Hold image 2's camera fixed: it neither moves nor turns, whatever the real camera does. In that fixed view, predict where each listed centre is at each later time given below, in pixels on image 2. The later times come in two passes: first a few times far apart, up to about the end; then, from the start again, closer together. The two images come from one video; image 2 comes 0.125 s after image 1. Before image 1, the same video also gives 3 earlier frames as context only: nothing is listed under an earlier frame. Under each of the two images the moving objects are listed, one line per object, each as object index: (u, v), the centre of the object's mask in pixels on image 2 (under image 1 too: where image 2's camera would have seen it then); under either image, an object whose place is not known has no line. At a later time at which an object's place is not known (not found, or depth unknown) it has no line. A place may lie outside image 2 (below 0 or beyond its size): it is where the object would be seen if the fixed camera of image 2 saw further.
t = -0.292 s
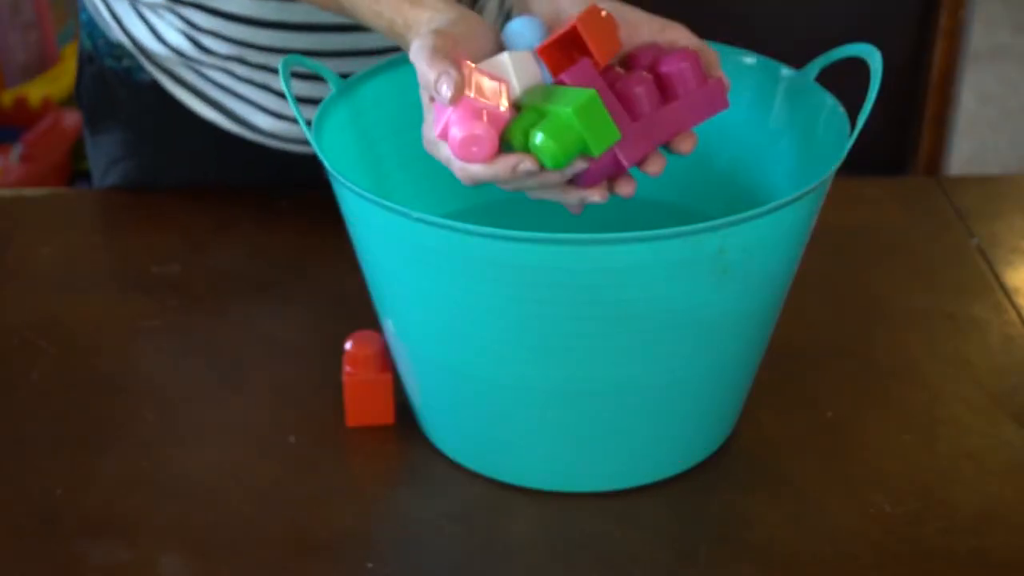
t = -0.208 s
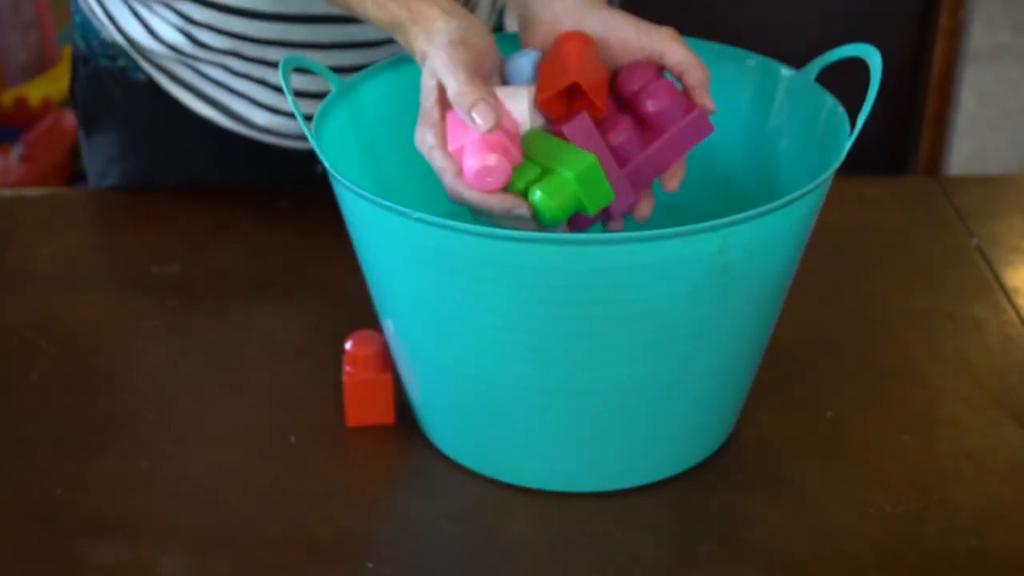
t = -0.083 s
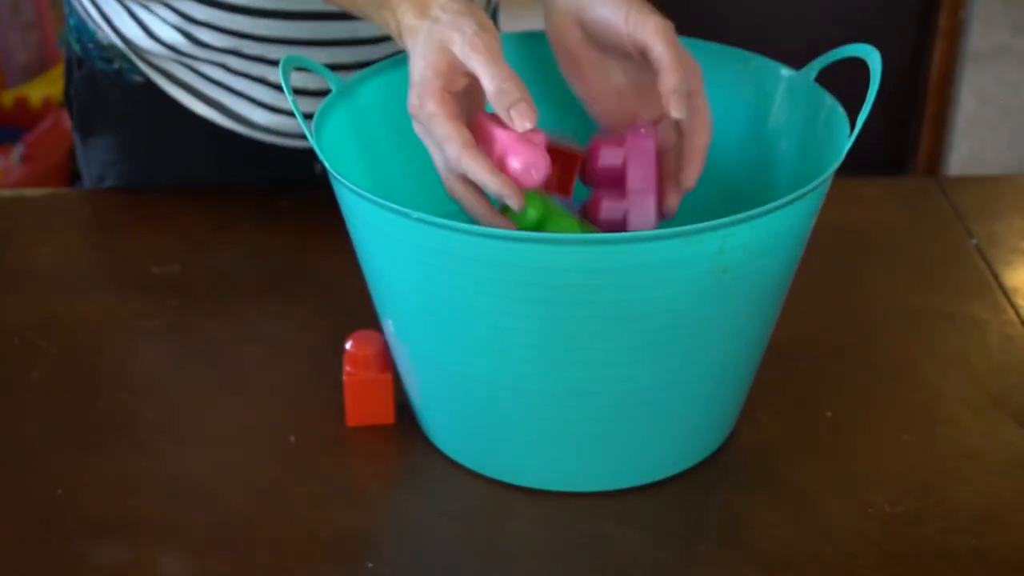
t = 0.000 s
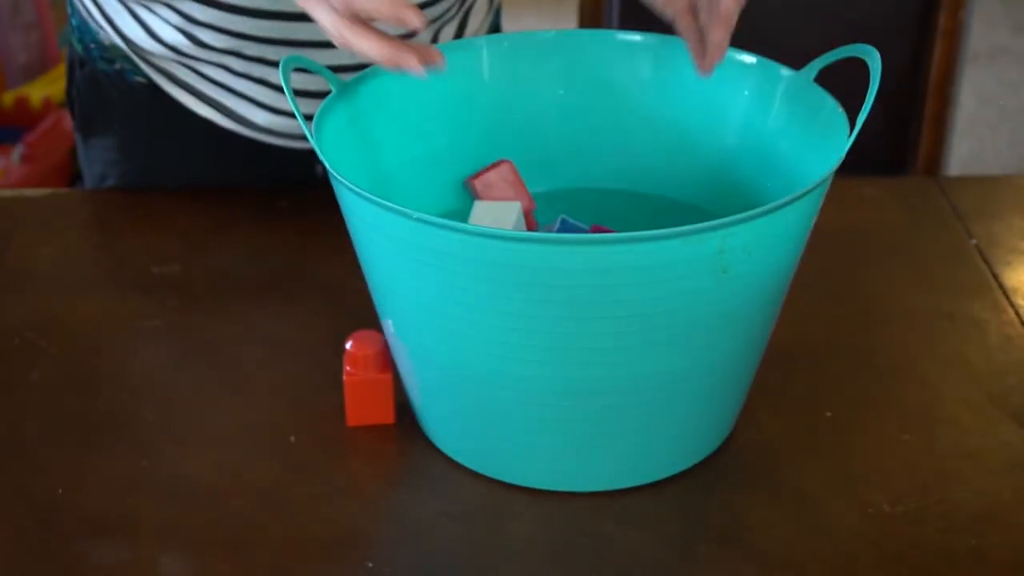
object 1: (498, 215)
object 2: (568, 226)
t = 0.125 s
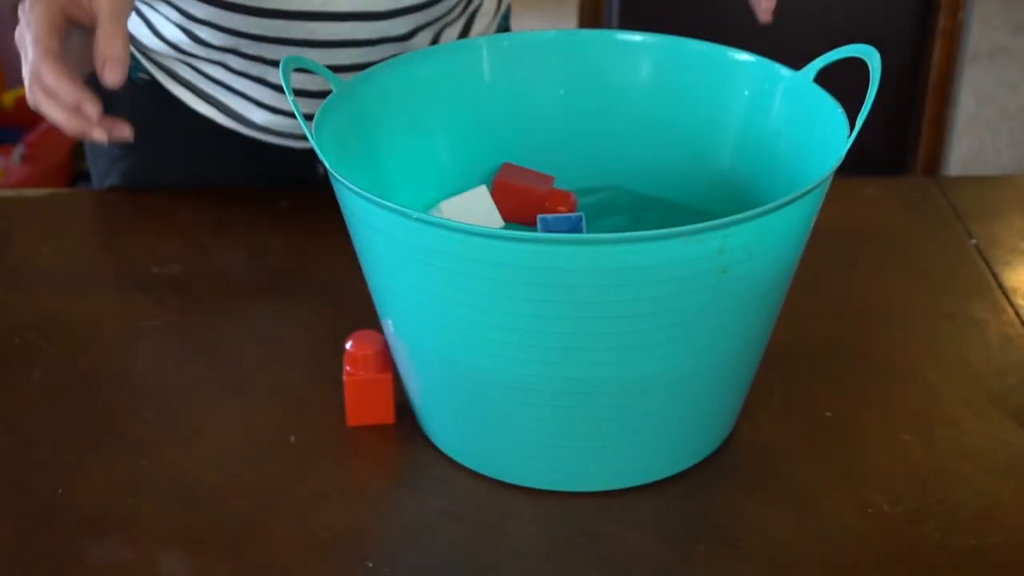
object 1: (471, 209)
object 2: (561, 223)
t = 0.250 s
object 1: (484, 207)
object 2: (567, 218)
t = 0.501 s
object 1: (488, 209)
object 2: (583, 219)
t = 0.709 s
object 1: (493, 211)
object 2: (592, 221)
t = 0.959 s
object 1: (496, 211)
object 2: (599, 224)
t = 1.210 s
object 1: (507, 206)
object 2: (616, 223)
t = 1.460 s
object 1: (521, 206)
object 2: (630, 221)
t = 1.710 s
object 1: (529, 206)
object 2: (639, 220)
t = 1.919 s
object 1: (537, 206)
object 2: (647, 219)
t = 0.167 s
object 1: (479, 209)
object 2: (560, 219)
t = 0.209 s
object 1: (482, 208)
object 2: (564, 216)
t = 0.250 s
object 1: (484, 207)
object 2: (567, 218)
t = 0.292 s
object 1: (486, 209)
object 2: (565, 219)
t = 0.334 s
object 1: (487, 208)
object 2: (570, 216)
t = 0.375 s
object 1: (489, 208)
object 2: (574, 217)
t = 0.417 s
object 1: (493, 210)
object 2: (577, 218)
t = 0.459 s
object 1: (491, 208)
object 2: (579, 216)
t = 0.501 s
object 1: (488, 209)
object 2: (583, 219)
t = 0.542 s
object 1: (490, 210)
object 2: (581, 222)
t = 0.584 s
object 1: (490, 208)
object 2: (585, 217)
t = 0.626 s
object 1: (489, 208)
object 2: (592, 217)
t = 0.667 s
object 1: (493, 210)
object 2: (593, 222)
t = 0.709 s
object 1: (493, 211)
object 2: (592, 221)
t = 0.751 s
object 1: (494, 211)
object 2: (595, 219)
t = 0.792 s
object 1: (495, 210)
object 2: (596, 221)
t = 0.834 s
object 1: (497, 210)
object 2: (598, 221)
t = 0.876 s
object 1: (496, 211)
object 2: (599, 220)
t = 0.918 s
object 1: (495, 210)
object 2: (598, 223)
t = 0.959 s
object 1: (496, 211)
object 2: (599, 224)
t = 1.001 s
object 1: (495, 206)
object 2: (608, 219)
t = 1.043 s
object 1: (499, 208)
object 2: (613, 221)
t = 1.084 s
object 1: (502, 209)
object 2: (607, 224)
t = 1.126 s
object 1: (502, 206)
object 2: (615, 221)
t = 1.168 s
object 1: (506, 206)
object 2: (615, 222)
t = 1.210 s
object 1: (507, 206)
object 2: (616, 223)
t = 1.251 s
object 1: (510, 205)
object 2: (618, 221)
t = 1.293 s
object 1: (510, 206)
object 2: (618, 221)
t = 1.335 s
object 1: (513, 206)
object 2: (618, 223)
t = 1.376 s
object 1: (516, 206)
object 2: (620, 222)
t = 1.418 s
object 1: (520, 204)
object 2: (628, 220)
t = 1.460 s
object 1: (521, 206)
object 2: (630, 221)
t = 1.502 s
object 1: (522, 207)
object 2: (631, 222)
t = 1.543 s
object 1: (523, 205)
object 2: (633, 220)
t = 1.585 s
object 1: (526, 205)
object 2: (635, 220)
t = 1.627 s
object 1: (528, 206)
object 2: (638, 221)
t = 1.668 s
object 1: (529, 205)
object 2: (641, 219)
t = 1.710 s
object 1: (529, 206)
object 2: (639, 220)
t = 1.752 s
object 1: (530, 205)
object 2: (642, 221)
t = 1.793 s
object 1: (533, 205)
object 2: (644, 219)
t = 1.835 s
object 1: (534, 206)
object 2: (647, 218)
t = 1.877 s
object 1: (536, 206)
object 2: (647, 220)
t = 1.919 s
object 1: (537, 206)
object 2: (647, 219)
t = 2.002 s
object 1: (540, 205)
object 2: (650, 219)
